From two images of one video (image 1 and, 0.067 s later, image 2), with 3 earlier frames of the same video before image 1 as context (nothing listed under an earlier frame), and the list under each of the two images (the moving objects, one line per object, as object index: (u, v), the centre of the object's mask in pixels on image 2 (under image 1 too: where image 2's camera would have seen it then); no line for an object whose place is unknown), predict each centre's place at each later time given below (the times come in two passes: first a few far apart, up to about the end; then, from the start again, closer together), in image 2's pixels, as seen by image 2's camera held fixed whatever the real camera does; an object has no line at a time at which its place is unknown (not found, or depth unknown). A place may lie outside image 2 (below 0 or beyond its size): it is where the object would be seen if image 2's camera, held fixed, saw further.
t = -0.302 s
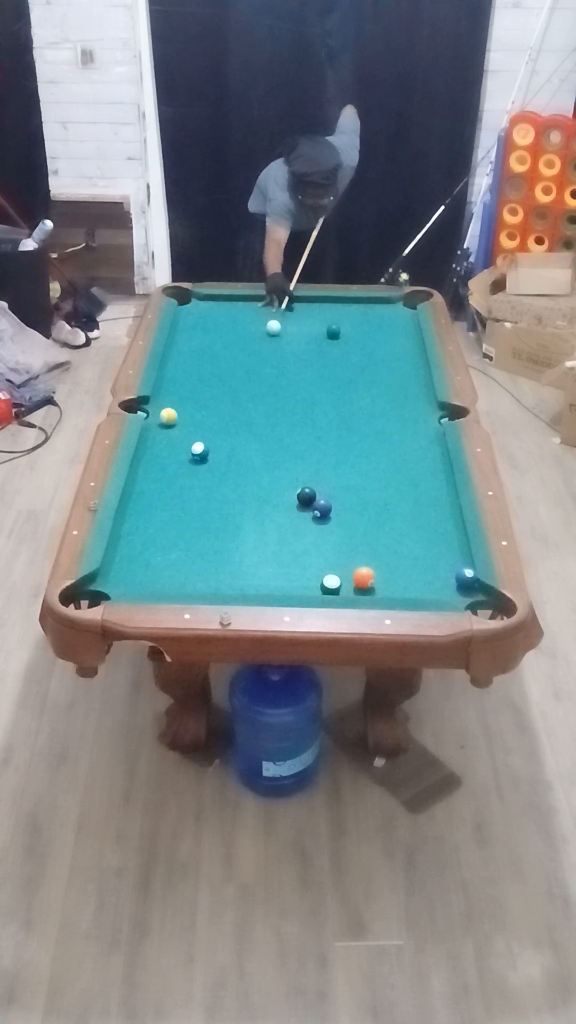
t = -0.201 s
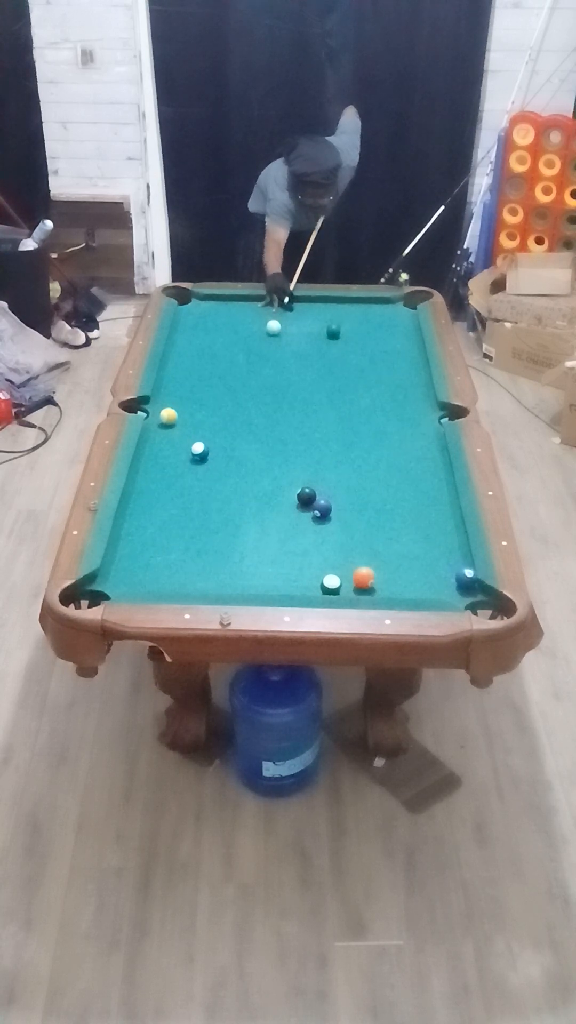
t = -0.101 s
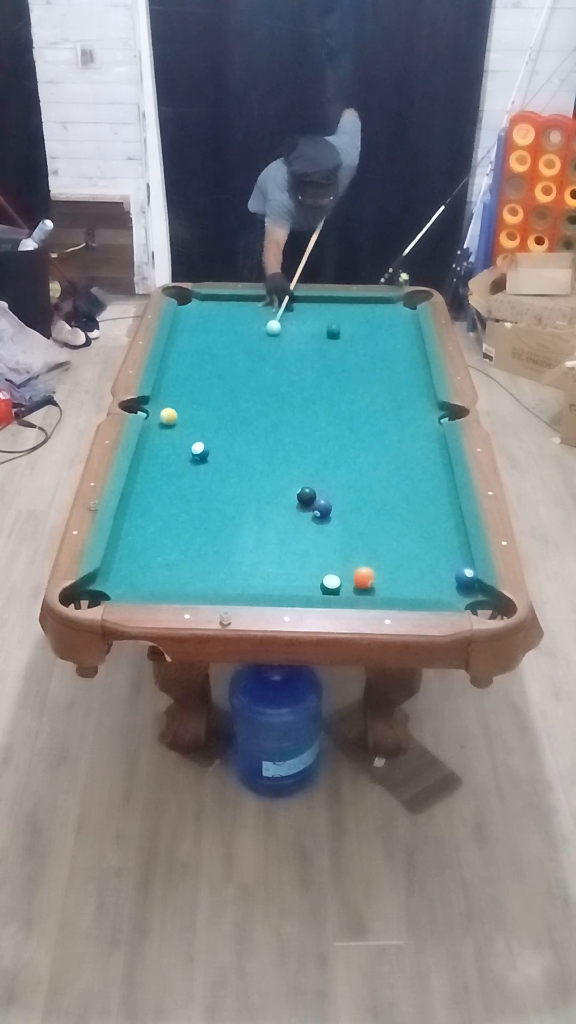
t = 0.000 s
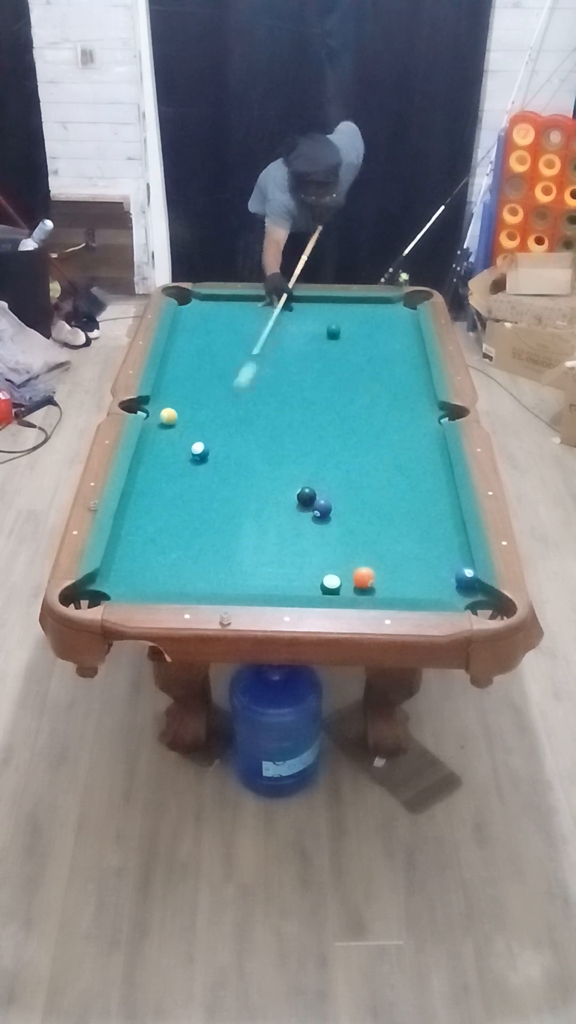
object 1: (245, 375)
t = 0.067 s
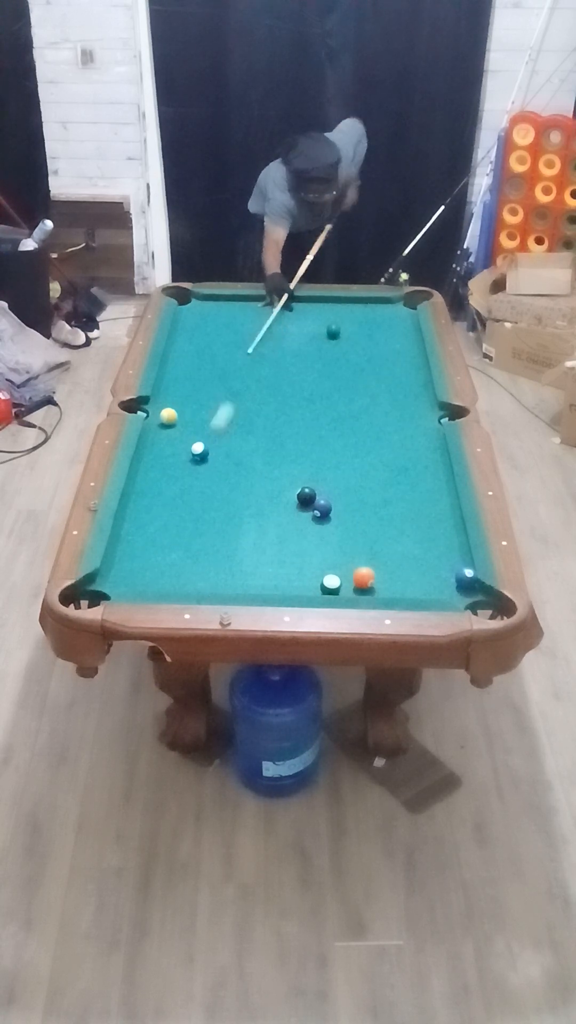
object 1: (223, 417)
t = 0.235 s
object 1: (222, 452)
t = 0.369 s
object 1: (233, 462)
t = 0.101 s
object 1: (212, 437)
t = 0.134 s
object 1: (212, 445)
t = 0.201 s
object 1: (219, 450)
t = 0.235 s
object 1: (222, 452)
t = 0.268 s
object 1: (224, 454)
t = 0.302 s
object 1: (227, 457)
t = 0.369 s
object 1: (233, 462)
